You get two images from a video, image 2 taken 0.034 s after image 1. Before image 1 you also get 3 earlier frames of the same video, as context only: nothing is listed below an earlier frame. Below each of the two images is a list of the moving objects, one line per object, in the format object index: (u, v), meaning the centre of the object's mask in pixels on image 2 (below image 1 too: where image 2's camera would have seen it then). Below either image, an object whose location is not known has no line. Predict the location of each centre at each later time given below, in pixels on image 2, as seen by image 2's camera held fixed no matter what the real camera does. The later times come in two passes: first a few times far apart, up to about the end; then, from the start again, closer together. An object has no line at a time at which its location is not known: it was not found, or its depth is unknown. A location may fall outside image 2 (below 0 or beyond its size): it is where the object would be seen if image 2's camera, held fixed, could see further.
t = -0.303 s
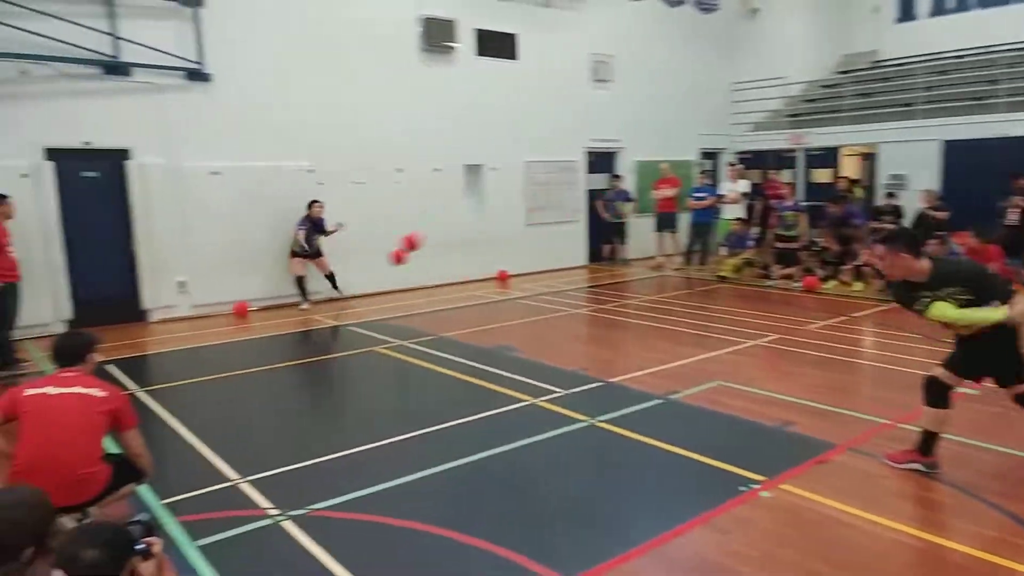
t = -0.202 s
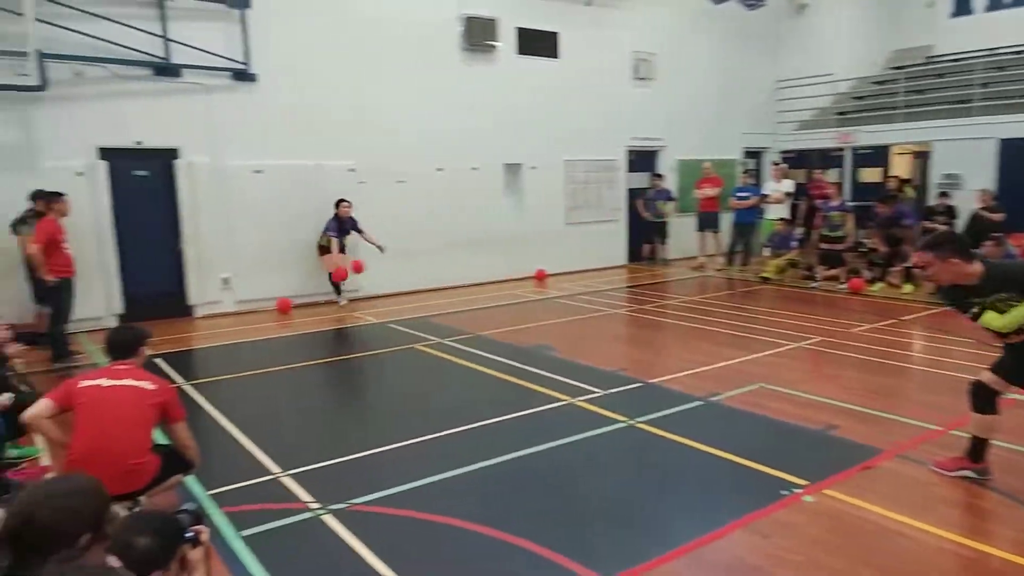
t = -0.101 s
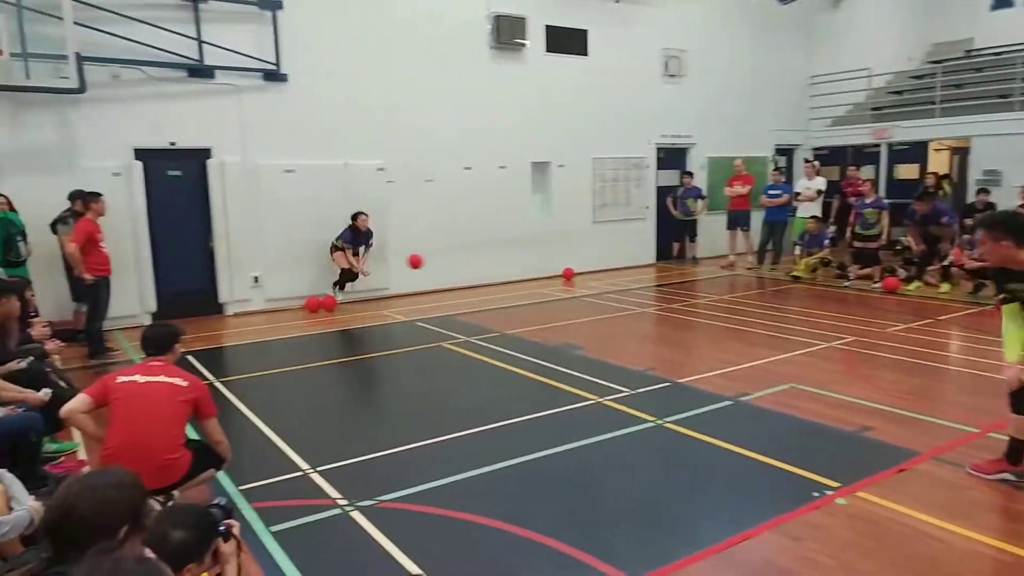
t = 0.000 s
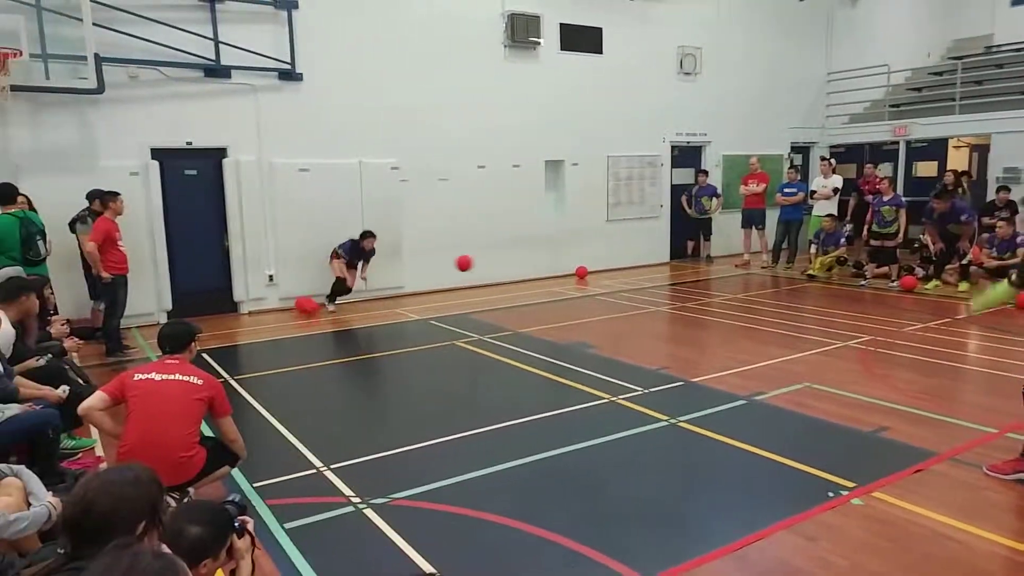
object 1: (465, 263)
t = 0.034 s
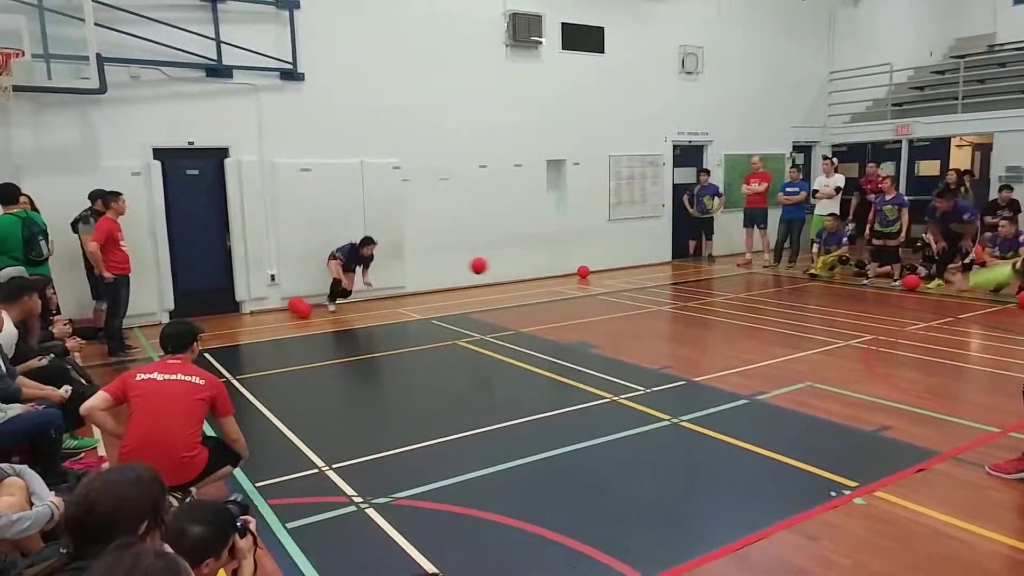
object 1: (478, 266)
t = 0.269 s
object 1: (592, 323)
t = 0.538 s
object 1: (721, 333)
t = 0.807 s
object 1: (868, 382)
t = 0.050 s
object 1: (485, 267)
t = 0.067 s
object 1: (492, 270)
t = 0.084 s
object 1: (499, 272)
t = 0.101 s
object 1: (507, 275)
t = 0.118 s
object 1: (515, 278)
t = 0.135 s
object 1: (523, 282)
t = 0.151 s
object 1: (530, 285)
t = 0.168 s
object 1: (538, 289)
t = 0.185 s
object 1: (547, 294)
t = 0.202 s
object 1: (555, 299)
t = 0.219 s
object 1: (564, 305)
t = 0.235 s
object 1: (573, 310)
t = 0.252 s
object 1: (582, 317)
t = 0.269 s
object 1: (592, 323)
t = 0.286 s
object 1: (602, 331)
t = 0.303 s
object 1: (612, 339)
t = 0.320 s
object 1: (622, 347)
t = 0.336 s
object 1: (633, 355)
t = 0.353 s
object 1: (640, 355)
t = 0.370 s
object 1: (647, 351)
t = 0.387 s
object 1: (654, 348)
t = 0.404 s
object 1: (661, 345)
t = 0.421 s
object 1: (668, 342)
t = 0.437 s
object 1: (675, 340)
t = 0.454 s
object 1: (683, 339)
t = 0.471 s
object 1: (690, 337)
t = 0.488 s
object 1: (697, 335)
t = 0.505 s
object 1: (705, 334)
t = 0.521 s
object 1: (713, 333)
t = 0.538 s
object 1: (721, 333)
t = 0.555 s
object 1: (730, 334)
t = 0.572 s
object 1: (737, 334)
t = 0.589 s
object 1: (746, 334)
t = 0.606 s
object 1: (755, 335)
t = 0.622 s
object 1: (764, 337)
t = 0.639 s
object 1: (773, 339)
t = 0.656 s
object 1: (781, 341)
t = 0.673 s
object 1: (790, 344)
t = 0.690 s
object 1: (800, 348)
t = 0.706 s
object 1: (809, 351)
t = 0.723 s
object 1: (819, 355)
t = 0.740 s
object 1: (828, 360)
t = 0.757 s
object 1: (838, 364)
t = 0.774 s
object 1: (848, 370)
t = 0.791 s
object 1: (857, 376)
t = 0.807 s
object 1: (868, 382)
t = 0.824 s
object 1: (879, 389)
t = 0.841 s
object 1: (889, 397)
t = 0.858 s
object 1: (900, 406)
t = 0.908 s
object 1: (934, 413)
